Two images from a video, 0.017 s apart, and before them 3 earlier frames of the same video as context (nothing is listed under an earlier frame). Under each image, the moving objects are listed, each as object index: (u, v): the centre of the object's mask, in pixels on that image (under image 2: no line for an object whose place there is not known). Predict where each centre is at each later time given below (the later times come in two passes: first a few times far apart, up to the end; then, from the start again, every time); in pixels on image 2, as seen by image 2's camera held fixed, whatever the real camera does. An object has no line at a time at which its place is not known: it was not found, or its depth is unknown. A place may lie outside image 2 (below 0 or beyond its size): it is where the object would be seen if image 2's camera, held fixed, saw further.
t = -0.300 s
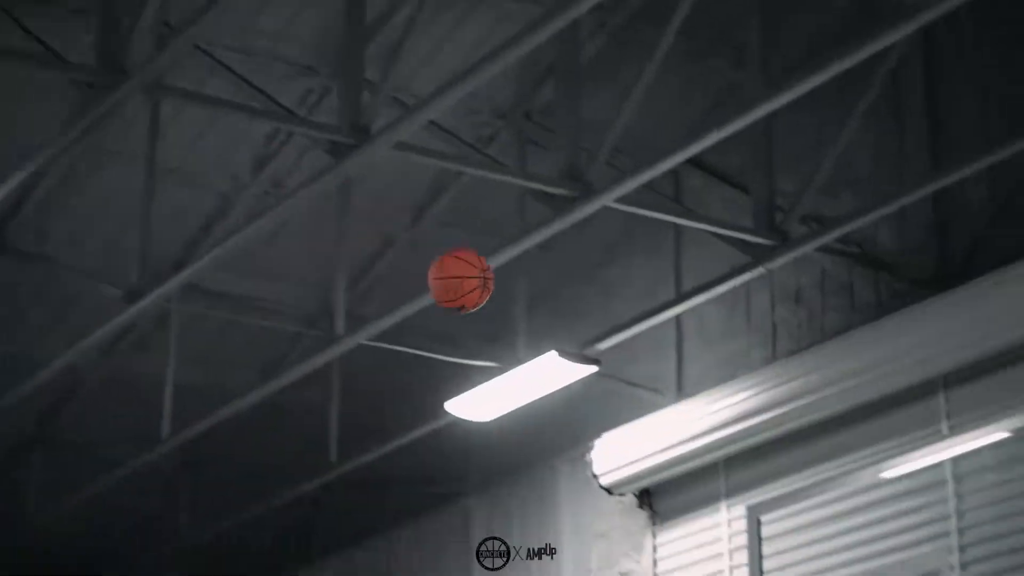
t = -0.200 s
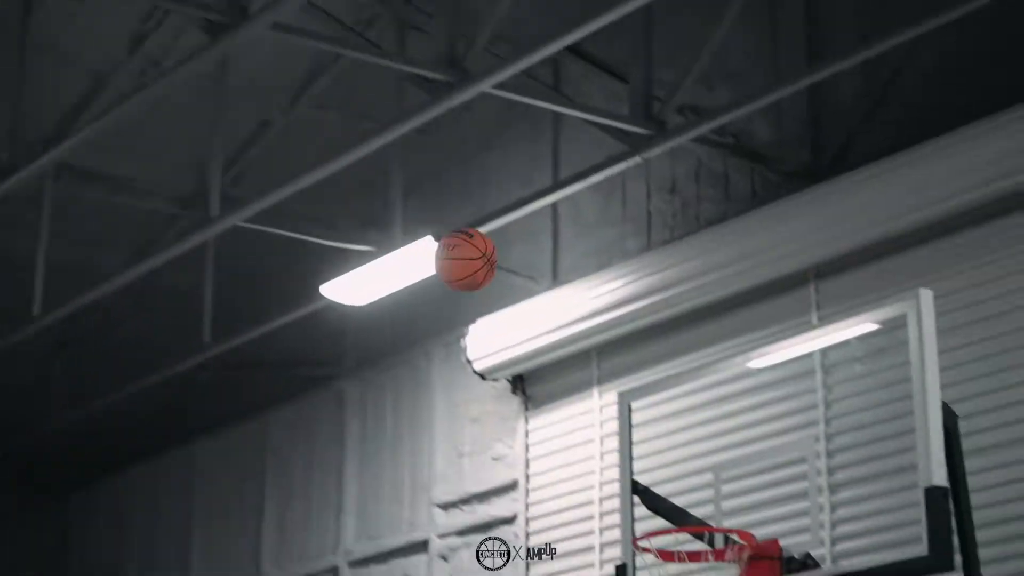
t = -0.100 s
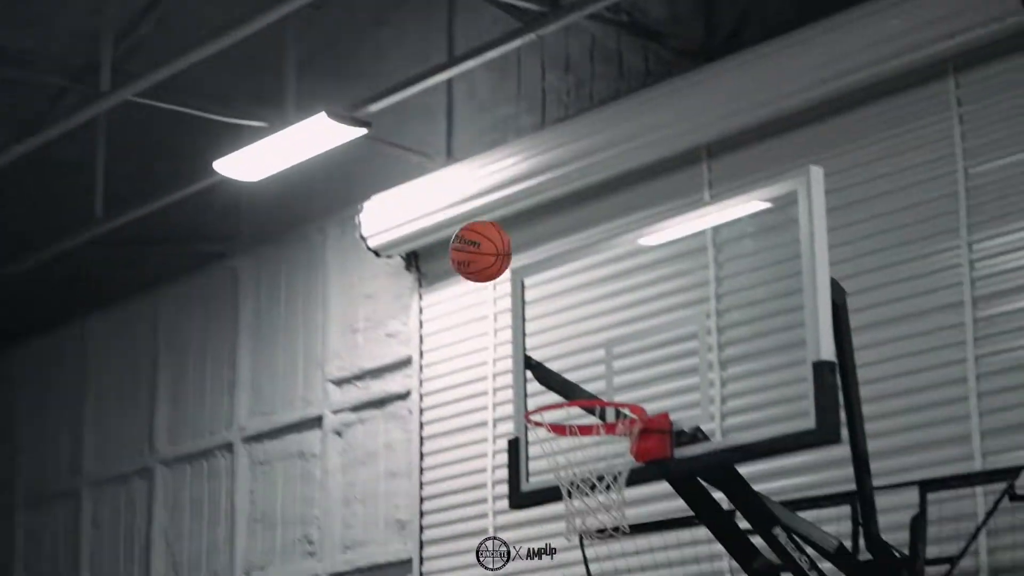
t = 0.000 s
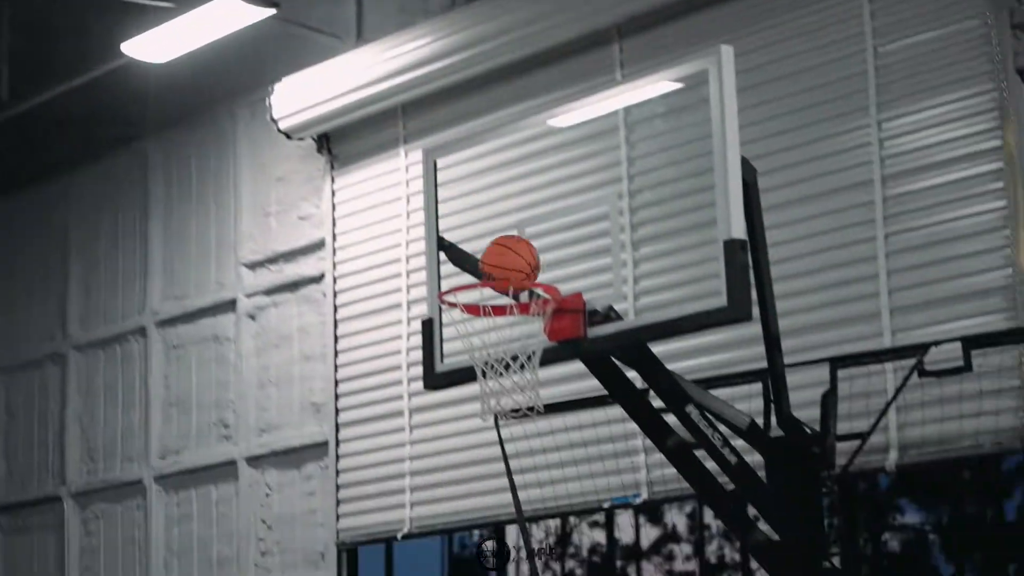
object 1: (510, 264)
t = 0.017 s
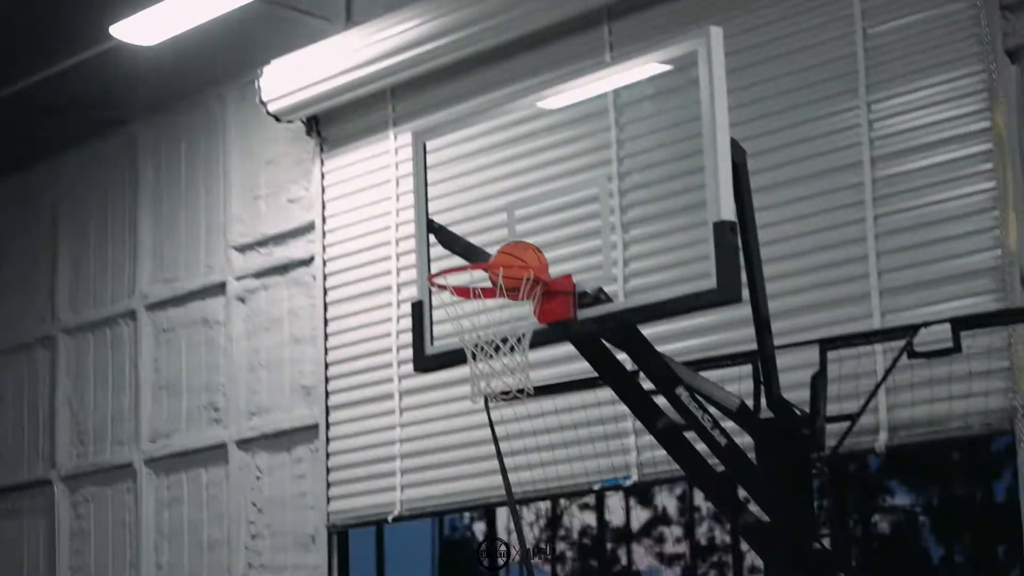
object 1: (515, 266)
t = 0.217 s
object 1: (423, 317)
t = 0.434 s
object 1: (494, 370)
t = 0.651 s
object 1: (577, 520)
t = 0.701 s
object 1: (598, 572)
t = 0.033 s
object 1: (513, 283)
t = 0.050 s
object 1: (490, 297)
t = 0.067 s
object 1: (468, 309)
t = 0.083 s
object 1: (447, 316)
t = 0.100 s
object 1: (435, 315)
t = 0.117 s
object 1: (424, 312)
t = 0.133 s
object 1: (417, 310)
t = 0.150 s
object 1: (415, 309)
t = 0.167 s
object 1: (415, 307)
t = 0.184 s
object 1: (417, 310)
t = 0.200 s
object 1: (420, 314)
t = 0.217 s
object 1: (423, 317)
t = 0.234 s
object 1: (427, 322)
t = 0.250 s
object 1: (431, 325)
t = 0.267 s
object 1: (436, 330)
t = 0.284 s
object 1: (441, 332)
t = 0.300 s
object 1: (447, 335)
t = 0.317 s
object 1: (452, 338)
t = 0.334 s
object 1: (457, 342)
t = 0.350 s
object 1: (463, 346)
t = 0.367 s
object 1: (469, 351)
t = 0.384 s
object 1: (476, 355)
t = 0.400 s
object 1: (481, 360)
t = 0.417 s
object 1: (488, 365)
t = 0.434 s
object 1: (494, 370)
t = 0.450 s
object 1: (500, 377)
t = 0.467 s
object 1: (507, 387)
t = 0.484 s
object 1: (513, 396)
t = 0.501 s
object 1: (519, 405)
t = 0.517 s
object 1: (526, 414)
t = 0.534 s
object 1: (532, 425)
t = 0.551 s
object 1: (539, 437)
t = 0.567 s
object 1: (545, 449)
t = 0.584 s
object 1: (552, 462)
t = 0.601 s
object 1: (558, 475)
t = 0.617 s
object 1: (564, 490)
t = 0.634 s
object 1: (571, 505)
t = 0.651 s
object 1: (577, 520)
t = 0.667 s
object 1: (584, 537)
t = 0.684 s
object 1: (591, 555)
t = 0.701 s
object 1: (598, 572)
